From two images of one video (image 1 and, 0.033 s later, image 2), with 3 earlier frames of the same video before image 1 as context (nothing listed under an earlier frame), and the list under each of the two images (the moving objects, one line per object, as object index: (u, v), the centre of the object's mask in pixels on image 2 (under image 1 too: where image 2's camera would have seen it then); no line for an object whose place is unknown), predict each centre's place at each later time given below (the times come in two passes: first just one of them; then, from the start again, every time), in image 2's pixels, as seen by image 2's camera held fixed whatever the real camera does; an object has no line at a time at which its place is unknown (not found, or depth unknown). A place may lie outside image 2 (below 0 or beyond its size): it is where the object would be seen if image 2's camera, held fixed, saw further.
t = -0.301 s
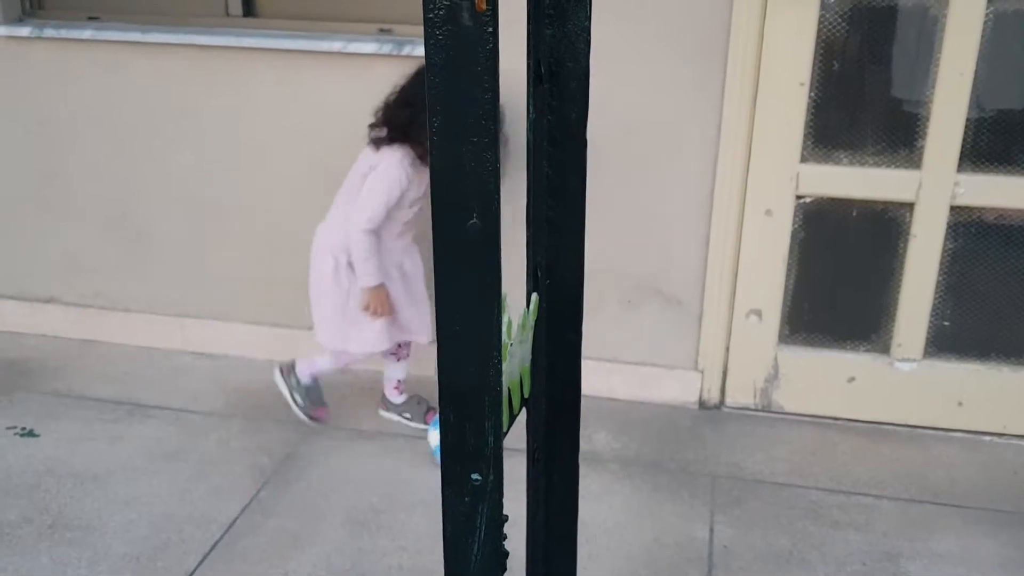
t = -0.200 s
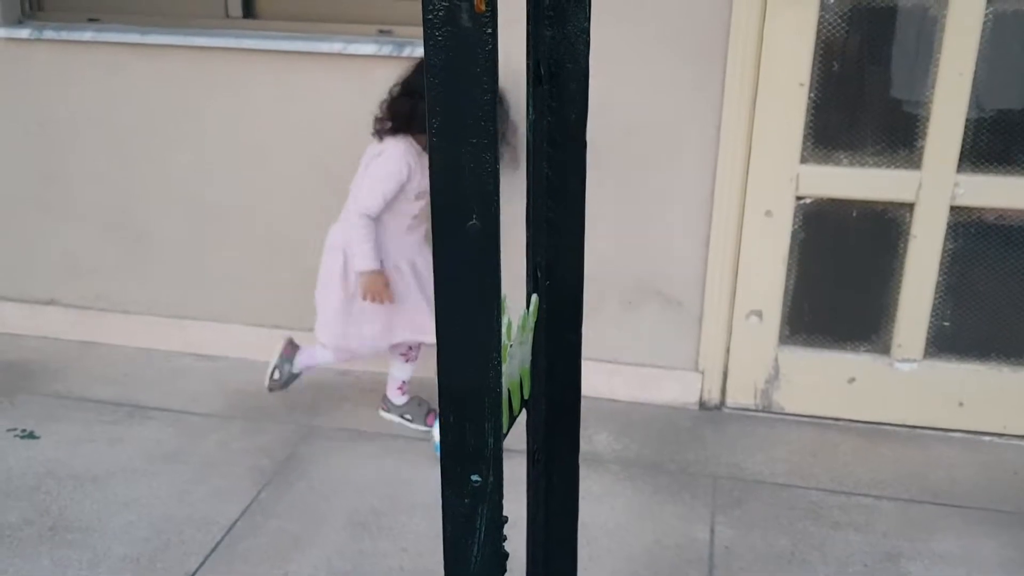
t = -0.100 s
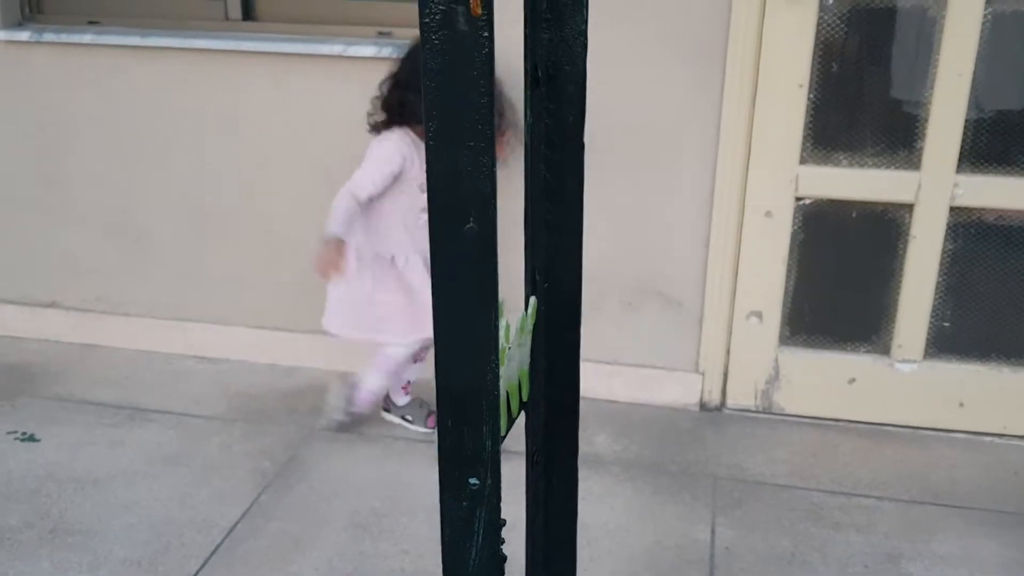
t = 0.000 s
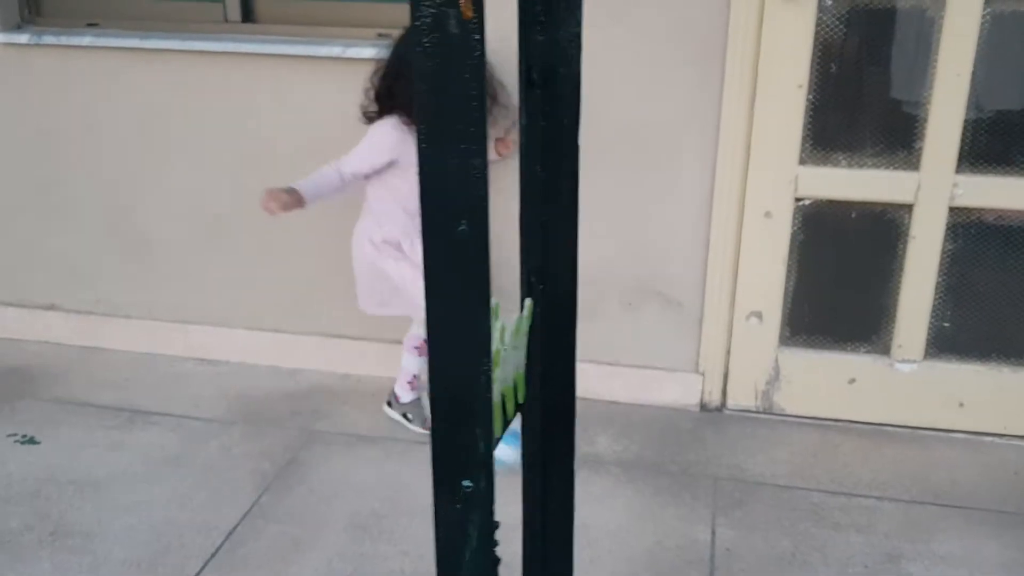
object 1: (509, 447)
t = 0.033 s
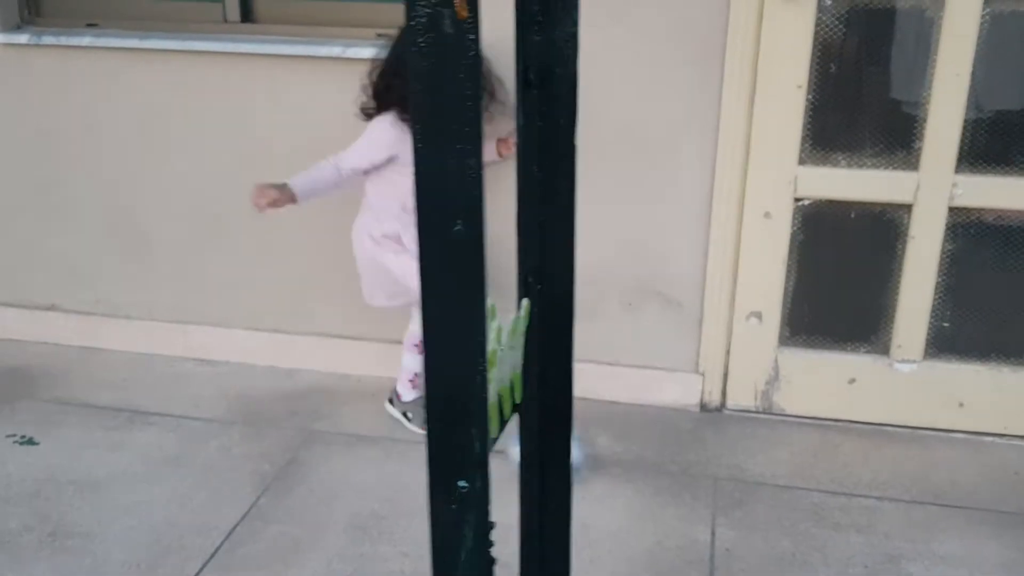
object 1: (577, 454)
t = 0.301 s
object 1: (999, 553)
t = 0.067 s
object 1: (605, 466)
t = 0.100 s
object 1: (657, 477)
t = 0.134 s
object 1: (713, 489)
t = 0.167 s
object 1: (769, 502)
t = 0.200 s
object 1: (824, 514)
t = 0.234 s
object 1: (878, 527)
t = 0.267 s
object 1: (939, 540)
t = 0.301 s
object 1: (999, 553)
